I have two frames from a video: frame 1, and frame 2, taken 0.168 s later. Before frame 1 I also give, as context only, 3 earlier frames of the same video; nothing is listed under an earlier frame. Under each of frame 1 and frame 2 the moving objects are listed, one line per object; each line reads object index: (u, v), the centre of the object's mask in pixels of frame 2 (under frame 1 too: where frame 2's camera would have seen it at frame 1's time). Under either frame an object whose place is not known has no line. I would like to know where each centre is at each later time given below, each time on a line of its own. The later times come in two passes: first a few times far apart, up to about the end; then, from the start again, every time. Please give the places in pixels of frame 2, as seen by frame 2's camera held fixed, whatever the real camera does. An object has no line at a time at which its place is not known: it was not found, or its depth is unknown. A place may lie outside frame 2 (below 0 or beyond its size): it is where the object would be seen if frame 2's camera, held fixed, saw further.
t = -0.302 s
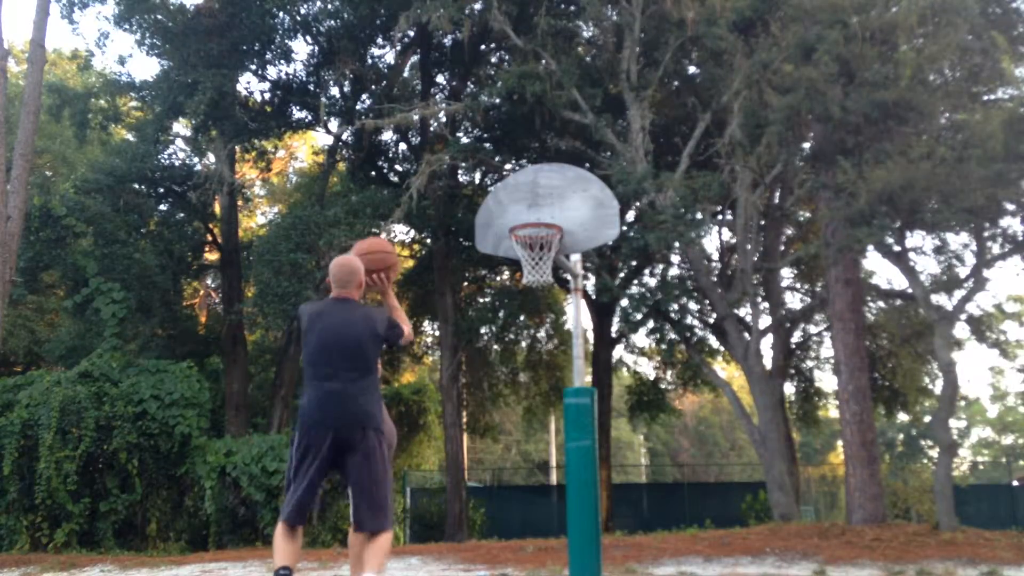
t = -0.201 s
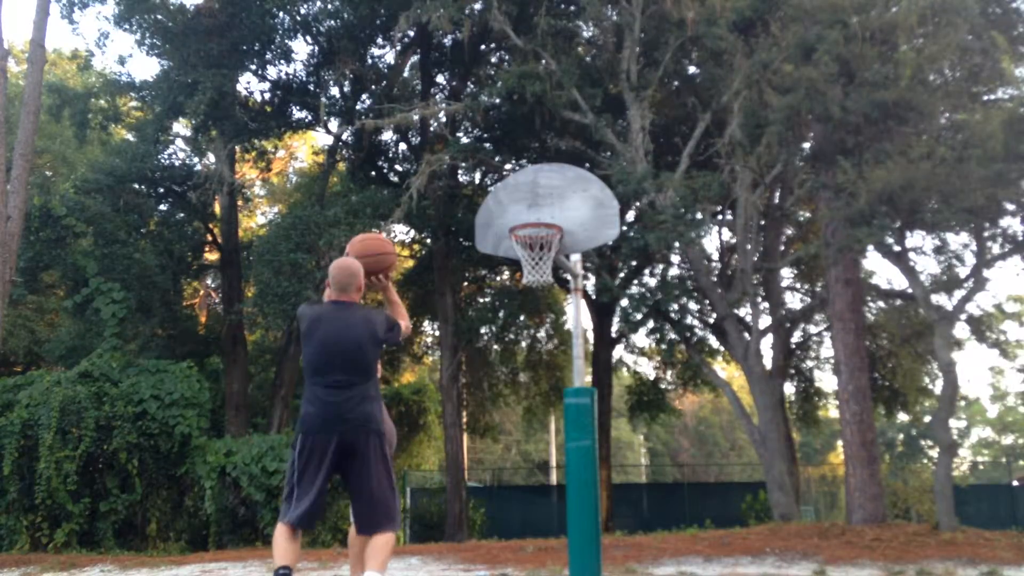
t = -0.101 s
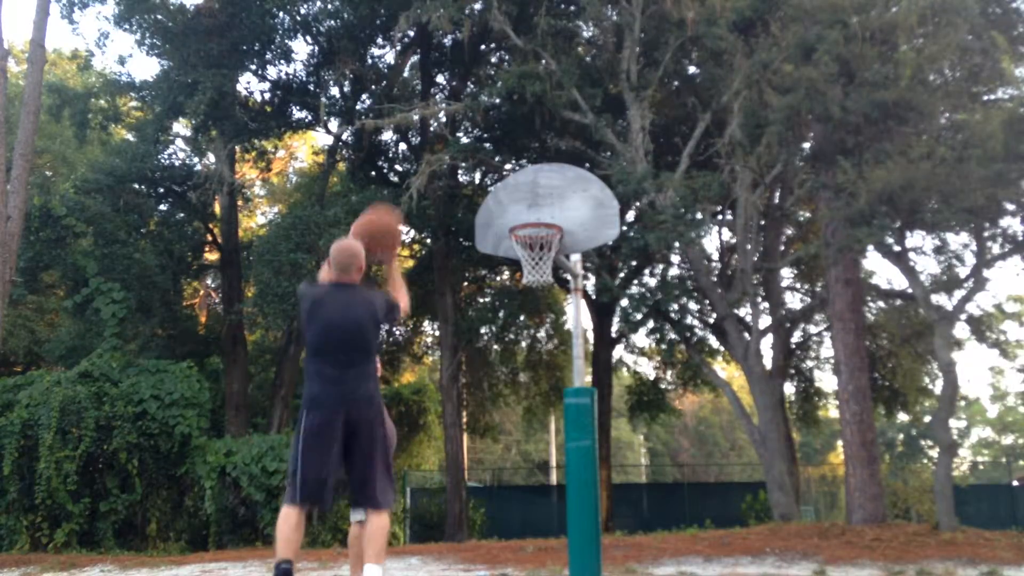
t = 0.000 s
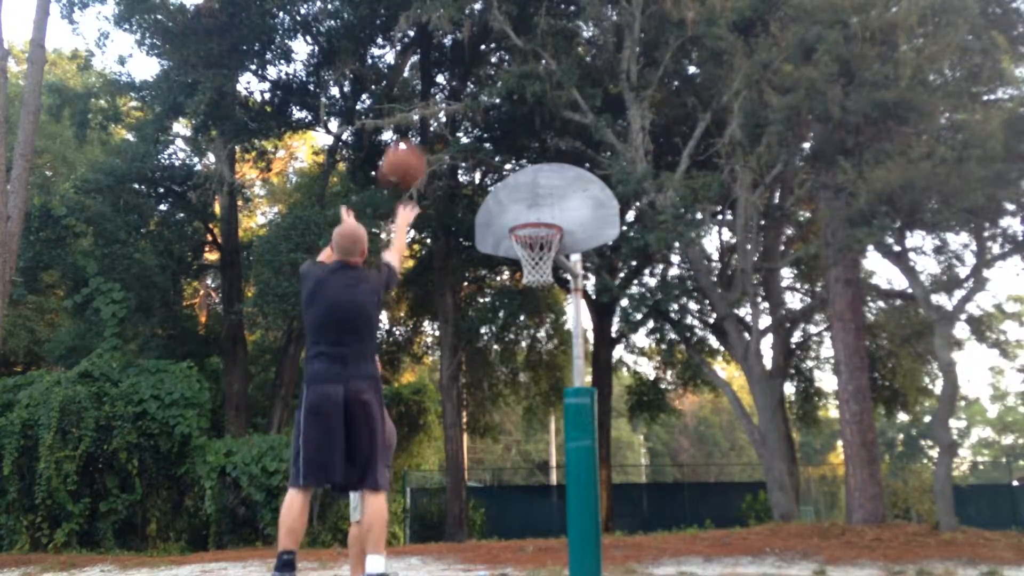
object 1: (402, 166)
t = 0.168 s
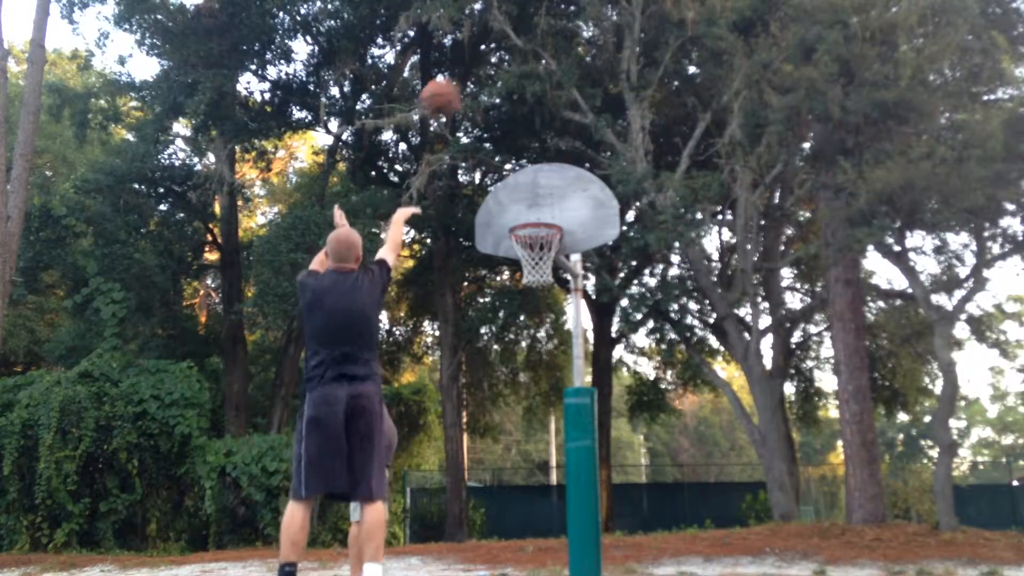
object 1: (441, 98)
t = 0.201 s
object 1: (448, 91)
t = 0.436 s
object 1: (486, 85)
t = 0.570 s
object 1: (504, 112)
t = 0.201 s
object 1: (448, 91)
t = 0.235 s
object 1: (454, 85)
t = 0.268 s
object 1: (460, 82)
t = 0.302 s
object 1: (465, 80)
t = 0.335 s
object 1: (471, 79)
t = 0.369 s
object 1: (476, 80)
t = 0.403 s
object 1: (480, 81)
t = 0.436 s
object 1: (486, 85)
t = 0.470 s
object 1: (491, 89)
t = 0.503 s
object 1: (495, 96)
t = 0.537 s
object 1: (500, 103)
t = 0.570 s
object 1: (504, 112)
